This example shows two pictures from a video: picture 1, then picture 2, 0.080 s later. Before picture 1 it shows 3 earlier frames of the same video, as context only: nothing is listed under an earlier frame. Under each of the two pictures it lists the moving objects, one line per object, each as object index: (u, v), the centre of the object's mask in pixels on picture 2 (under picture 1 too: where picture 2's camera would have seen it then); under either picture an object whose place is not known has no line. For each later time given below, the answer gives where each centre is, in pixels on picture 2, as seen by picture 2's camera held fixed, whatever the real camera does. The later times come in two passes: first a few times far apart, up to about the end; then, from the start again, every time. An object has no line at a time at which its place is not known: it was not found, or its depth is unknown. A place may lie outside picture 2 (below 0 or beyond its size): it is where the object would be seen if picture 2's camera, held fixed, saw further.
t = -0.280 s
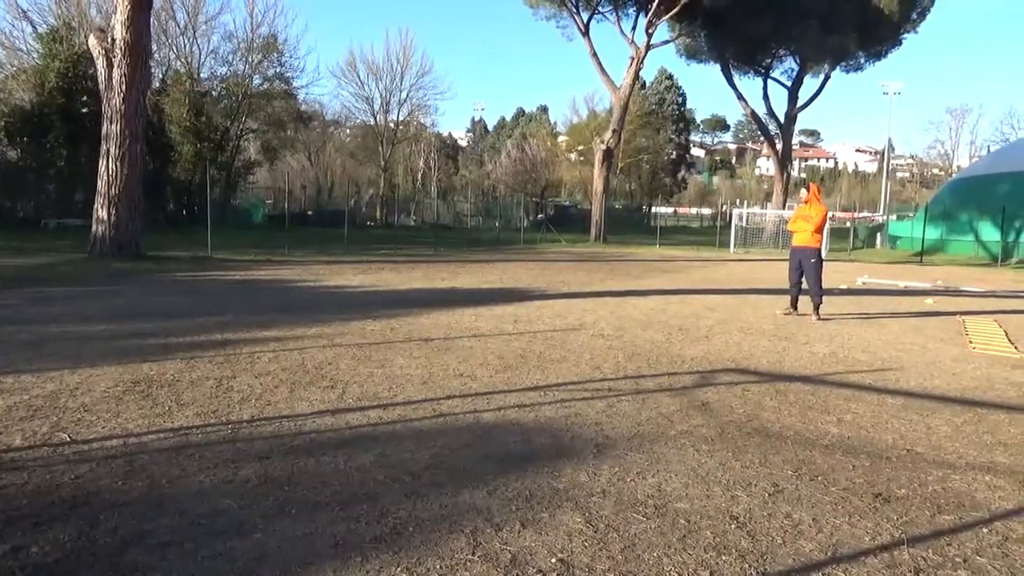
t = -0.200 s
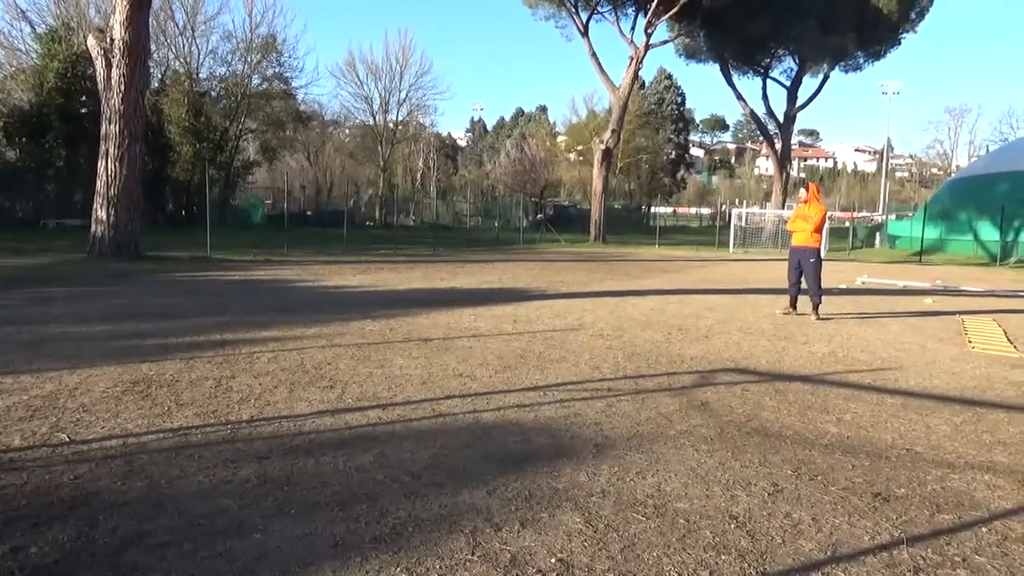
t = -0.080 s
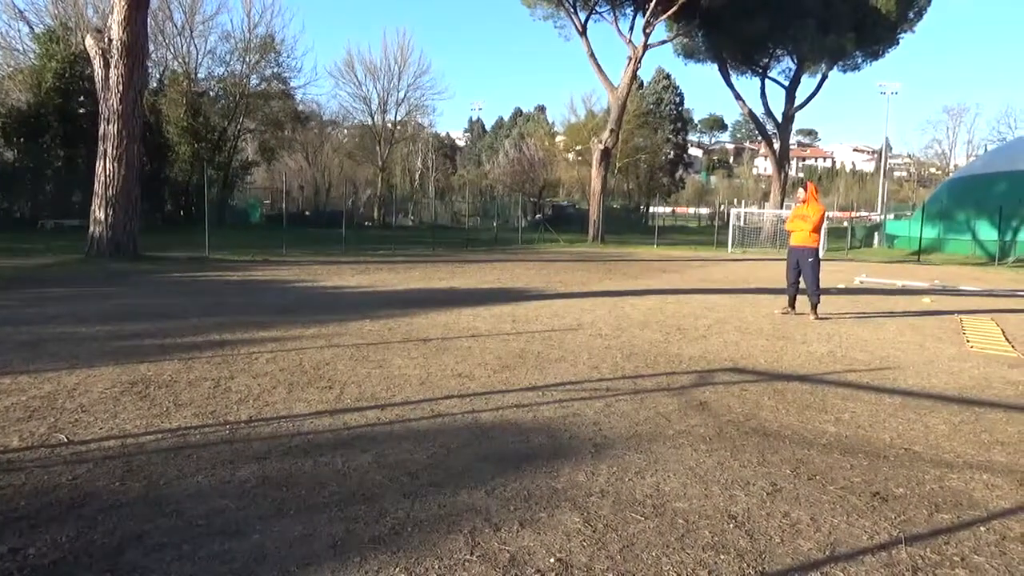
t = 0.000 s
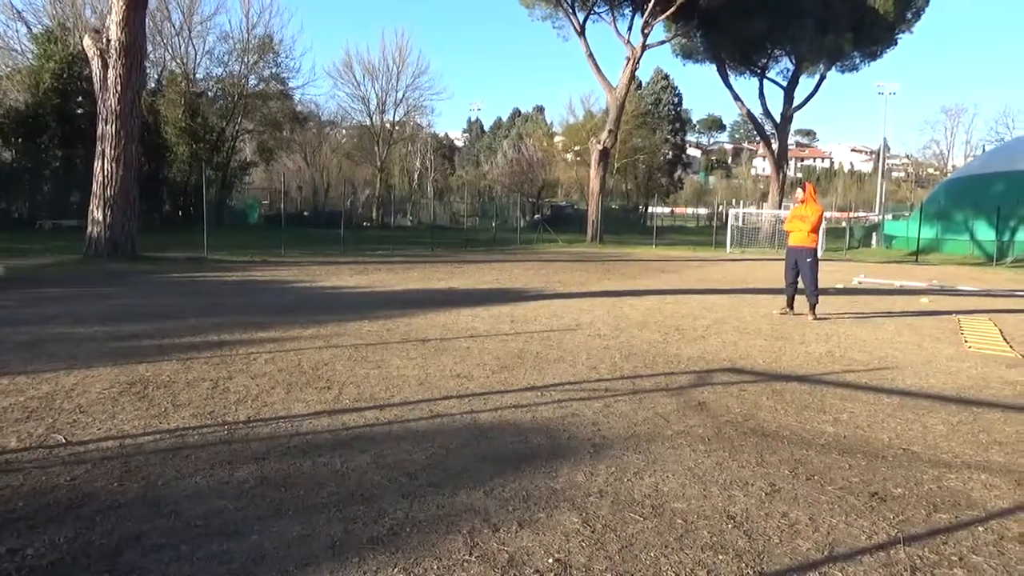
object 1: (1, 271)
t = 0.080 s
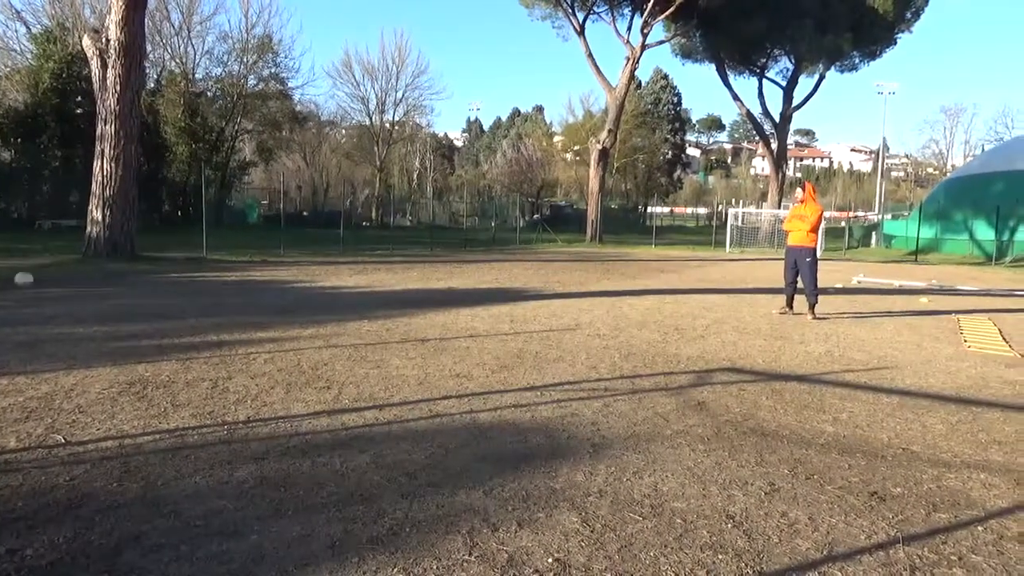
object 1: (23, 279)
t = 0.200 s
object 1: (70, 297)
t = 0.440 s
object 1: (161, 311)
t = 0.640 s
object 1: (235, 319)
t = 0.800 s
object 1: (300, 348)
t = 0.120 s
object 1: (39, 285)
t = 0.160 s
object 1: (55, 293)
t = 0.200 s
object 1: (70, 297)
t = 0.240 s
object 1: (84, 295)
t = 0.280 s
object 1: (98, 295)
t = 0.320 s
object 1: (113, 296)
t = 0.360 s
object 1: (128, 299)
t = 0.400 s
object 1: (144, 305)
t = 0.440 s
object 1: (161, 311)
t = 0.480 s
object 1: (178, 320)
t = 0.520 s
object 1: (191, 318)
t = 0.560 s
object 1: (205, 316)
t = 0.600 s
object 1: (220, 316)
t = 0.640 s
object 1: (235, 319)
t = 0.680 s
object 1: (250, 322)
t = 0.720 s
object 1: (266, 328)
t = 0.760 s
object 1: (281, 337)
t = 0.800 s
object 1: (300, 348)
